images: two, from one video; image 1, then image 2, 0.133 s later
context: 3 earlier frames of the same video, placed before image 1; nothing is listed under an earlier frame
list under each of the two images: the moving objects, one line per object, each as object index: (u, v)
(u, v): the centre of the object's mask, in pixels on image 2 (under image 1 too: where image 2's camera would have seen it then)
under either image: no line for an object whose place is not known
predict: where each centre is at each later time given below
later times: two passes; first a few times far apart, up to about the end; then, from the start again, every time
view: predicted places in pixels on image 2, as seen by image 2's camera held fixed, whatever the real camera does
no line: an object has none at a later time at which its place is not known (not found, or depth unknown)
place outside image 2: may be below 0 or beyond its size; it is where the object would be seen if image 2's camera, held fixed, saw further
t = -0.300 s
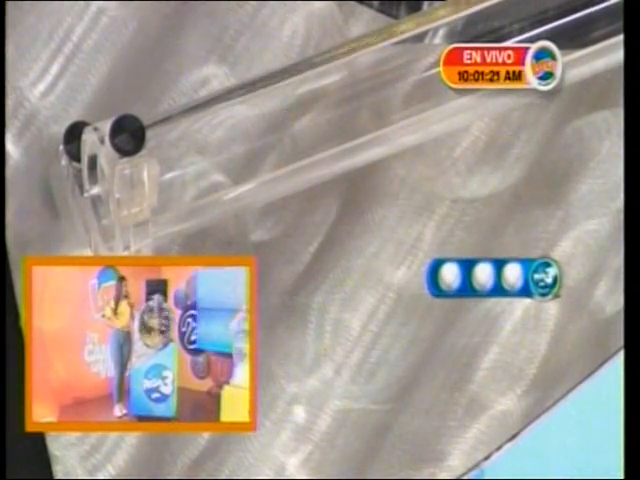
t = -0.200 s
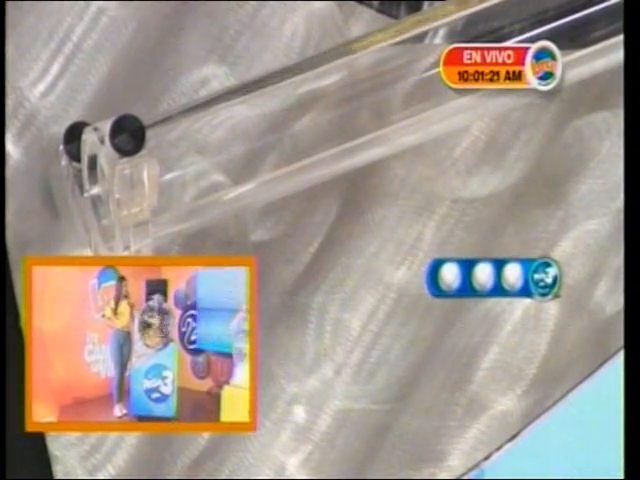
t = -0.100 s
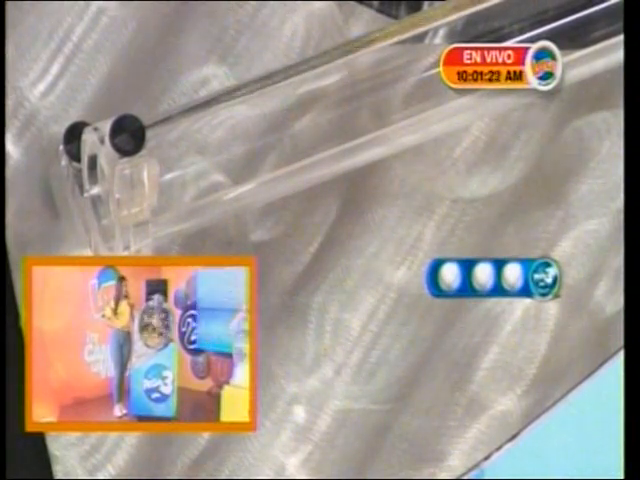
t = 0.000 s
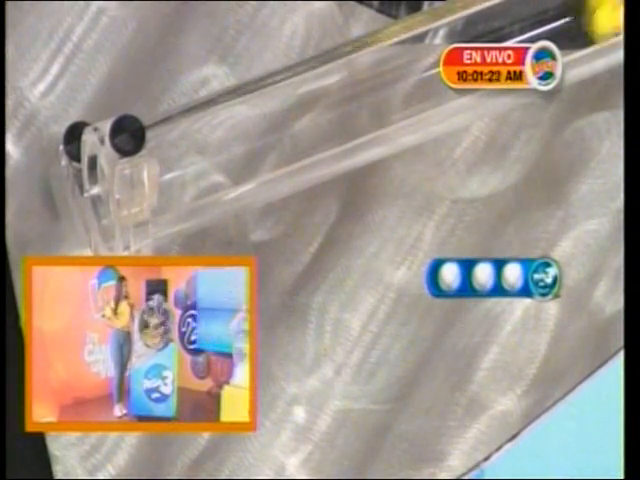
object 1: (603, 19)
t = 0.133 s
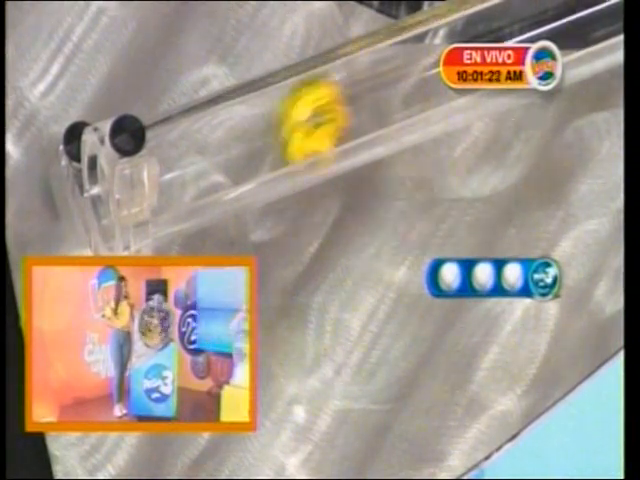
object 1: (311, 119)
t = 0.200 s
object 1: (184, 164)
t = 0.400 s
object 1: (228, 150)
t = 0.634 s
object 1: (181, 168)
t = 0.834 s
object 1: (181, 172)
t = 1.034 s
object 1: (181, 172)
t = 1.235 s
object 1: (181, 172)
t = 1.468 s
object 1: (181, 172)
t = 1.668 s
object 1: (180, 172)
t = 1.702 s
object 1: (181, 171)
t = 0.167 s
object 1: (232, 150)
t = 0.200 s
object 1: (184, 164)
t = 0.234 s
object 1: (211, 157)
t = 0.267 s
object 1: (227, 151)
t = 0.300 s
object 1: (235, 145)
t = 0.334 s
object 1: (238, 145)
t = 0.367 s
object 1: (234, 147)
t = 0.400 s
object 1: (228, 150)
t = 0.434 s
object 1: (215, 156)
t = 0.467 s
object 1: (201, 165)
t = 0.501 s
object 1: (186, 169)
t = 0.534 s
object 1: (180, 166)
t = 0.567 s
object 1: (182, 169)
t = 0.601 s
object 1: (182, 171)
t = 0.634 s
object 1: (181, 168)
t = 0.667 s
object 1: (180, 171)
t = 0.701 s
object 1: (180, 172)
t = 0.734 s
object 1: (181, 172)
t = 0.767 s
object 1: (181, 172)
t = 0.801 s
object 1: (181, 172)
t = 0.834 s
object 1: (181, 172)
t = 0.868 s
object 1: (181, 173)
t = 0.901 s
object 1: (181, 172)
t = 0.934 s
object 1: (181, 172)
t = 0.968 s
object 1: (181, 172)
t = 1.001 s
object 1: (181, 172)
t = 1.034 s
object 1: (181, 172)
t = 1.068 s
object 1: (181, 172)
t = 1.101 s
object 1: (181, 172)
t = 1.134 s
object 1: (180, 172)
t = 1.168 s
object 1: (180, 172)
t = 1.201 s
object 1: (181, 172)
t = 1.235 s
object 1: (181, 172)
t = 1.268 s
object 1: (181, 172)
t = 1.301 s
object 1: (181, 172)
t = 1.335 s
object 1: (181, 172)
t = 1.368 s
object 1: (181, 172)
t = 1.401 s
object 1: (180, 172)
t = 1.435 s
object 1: (181, 172)
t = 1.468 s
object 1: (181, 172)
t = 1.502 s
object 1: (181, 172)
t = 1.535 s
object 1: (181, 172)
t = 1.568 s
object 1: (180, 172)
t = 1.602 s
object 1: (181, 172)
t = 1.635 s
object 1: (181, 172)
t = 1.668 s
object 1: (180, 172)
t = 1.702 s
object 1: (181, 171)
